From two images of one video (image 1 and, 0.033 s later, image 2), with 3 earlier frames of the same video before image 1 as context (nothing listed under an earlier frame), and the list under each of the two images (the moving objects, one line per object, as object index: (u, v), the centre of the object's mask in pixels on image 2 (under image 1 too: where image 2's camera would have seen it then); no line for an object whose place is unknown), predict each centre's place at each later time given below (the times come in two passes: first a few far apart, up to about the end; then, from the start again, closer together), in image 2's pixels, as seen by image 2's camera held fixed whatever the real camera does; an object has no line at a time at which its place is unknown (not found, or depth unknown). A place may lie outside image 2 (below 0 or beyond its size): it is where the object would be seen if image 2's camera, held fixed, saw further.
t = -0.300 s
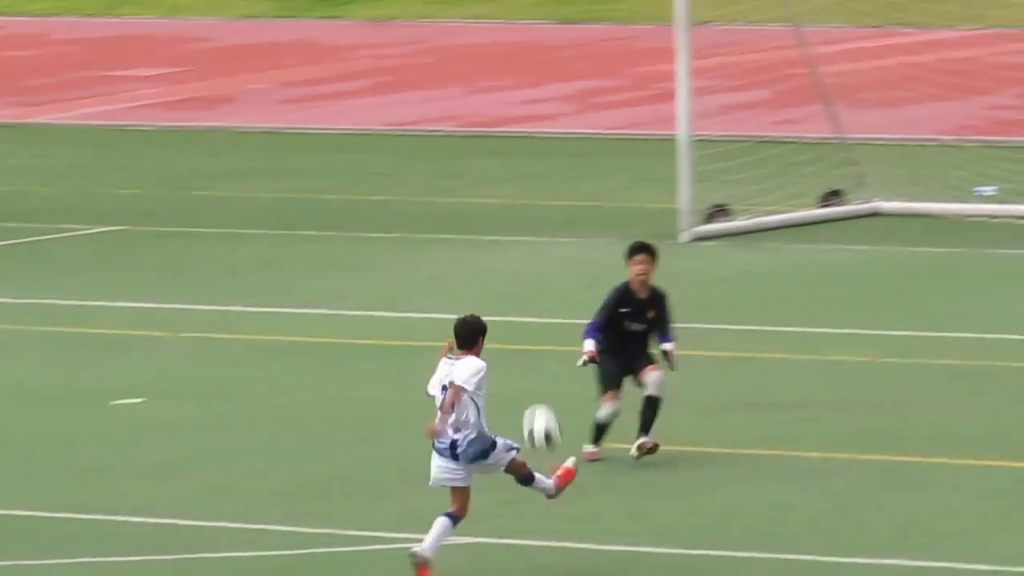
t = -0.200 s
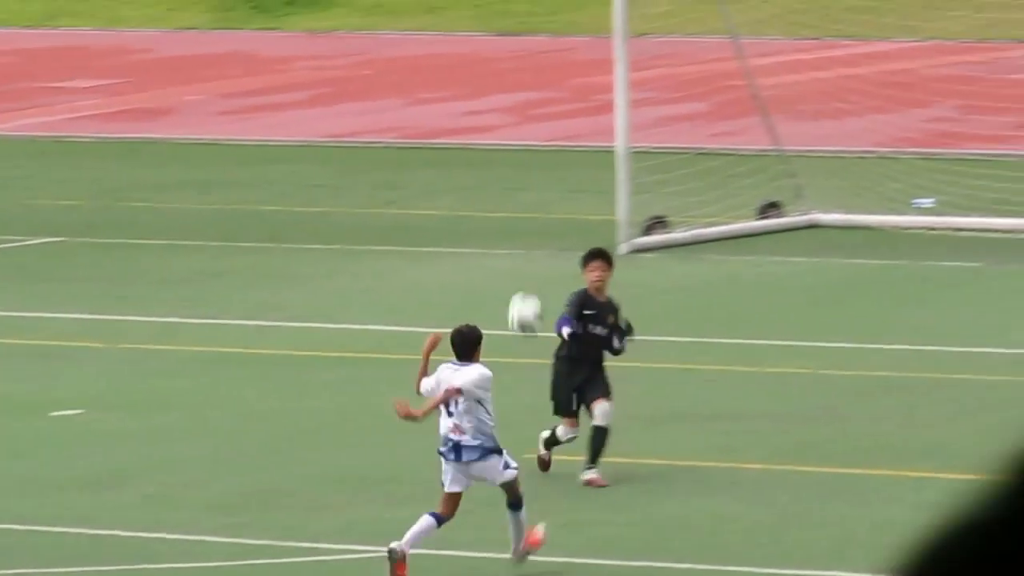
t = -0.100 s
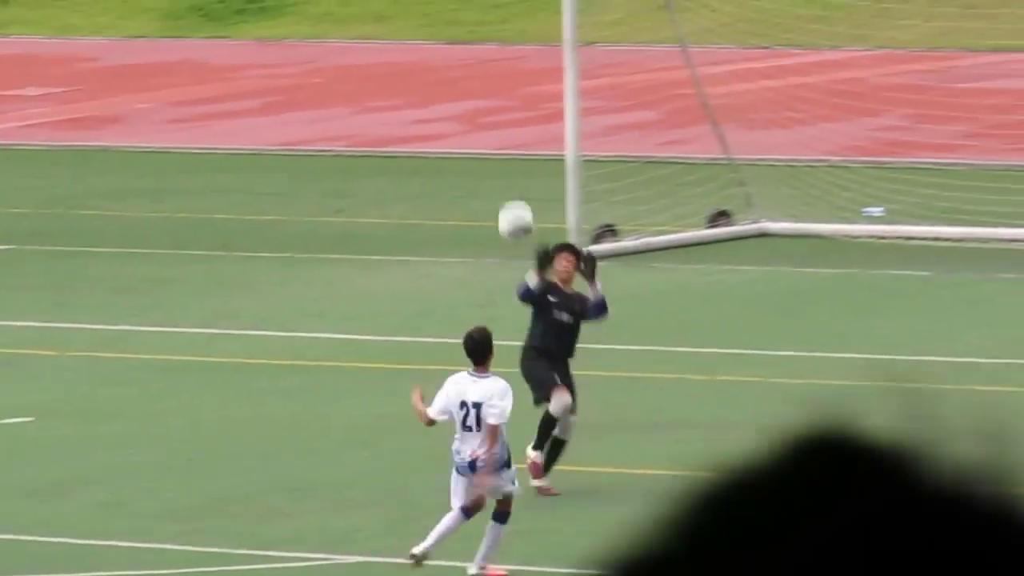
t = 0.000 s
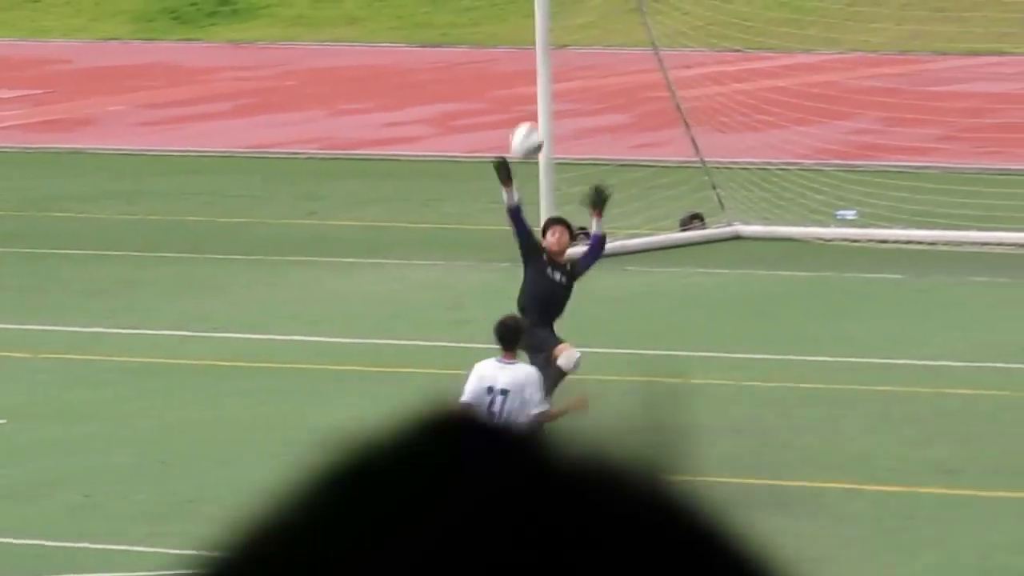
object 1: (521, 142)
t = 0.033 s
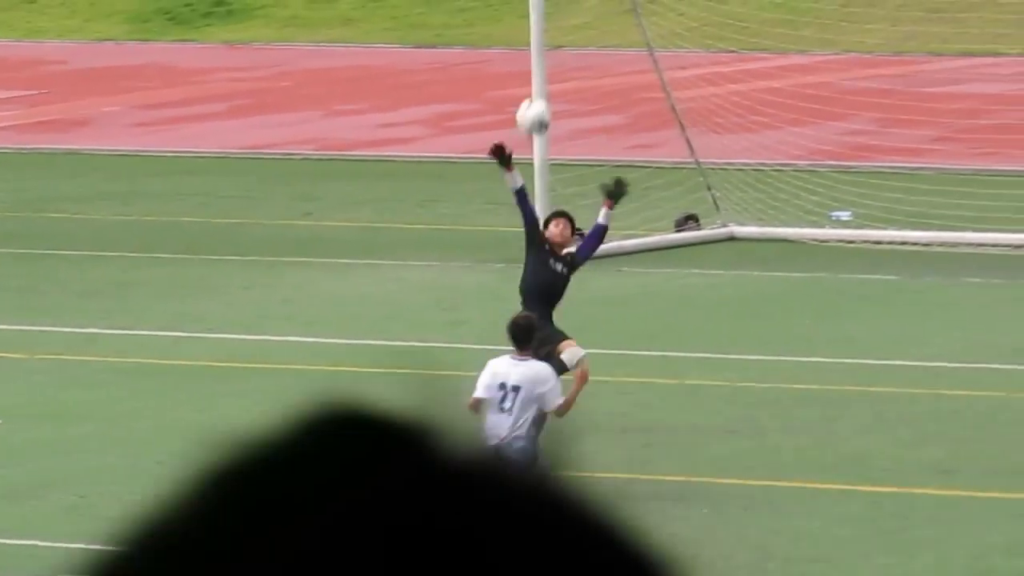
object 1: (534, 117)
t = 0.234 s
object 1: (596, 13)
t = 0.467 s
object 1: (657, -14)
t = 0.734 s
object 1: (708, 71)
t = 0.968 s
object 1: (741, 229)
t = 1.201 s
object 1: (775, 181)
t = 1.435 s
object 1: (816, 66)
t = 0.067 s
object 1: (544, 94)
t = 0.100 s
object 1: (555, 73)
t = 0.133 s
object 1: (565, 54)
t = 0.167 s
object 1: (576, 38)
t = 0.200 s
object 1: (587, 23)
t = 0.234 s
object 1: (596, 13)
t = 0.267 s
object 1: (606, 3)
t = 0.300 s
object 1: (615, -5)
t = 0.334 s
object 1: (623, -11)
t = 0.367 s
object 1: (632, -15)
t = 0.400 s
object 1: (642, -17)
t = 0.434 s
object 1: (650, -16)
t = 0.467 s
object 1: (657, -14)
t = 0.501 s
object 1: (665, -10)
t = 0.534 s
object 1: (672, -4)
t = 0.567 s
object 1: (679, 2)
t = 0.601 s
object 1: (686, 14)
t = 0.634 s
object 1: (693, 26)
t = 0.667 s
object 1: (698, 39)
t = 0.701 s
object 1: (704, 54)
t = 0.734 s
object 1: (708, 71)
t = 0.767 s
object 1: (716, 88)
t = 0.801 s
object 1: (721, 109)
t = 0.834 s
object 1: (726, 130)
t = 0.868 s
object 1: (730, 152)
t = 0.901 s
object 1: (734, 178)
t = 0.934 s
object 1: (737, 203)
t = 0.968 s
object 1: (741, 229)
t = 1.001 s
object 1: (745, 258)
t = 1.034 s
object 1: (747, 288)
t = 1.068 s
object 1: (751, 291)
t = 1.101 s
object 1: (757, 257)
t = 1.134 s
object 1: (763, 230)
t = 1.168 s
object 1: (769, 206)
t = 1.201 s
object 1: (775, 181)
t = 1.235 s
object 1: (780, 161)
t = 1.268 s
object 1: (787, 140)
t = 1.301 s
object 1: (792, 121)
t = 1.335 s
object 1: (799, 105)
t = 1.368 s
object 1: (804, 90)
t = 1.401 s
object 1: (810, 76)
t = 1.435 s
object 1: (816, 66)
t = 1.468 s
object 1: (821, 57)
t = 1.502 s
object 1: (828, 48)
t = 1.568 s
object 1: (834, 34)
